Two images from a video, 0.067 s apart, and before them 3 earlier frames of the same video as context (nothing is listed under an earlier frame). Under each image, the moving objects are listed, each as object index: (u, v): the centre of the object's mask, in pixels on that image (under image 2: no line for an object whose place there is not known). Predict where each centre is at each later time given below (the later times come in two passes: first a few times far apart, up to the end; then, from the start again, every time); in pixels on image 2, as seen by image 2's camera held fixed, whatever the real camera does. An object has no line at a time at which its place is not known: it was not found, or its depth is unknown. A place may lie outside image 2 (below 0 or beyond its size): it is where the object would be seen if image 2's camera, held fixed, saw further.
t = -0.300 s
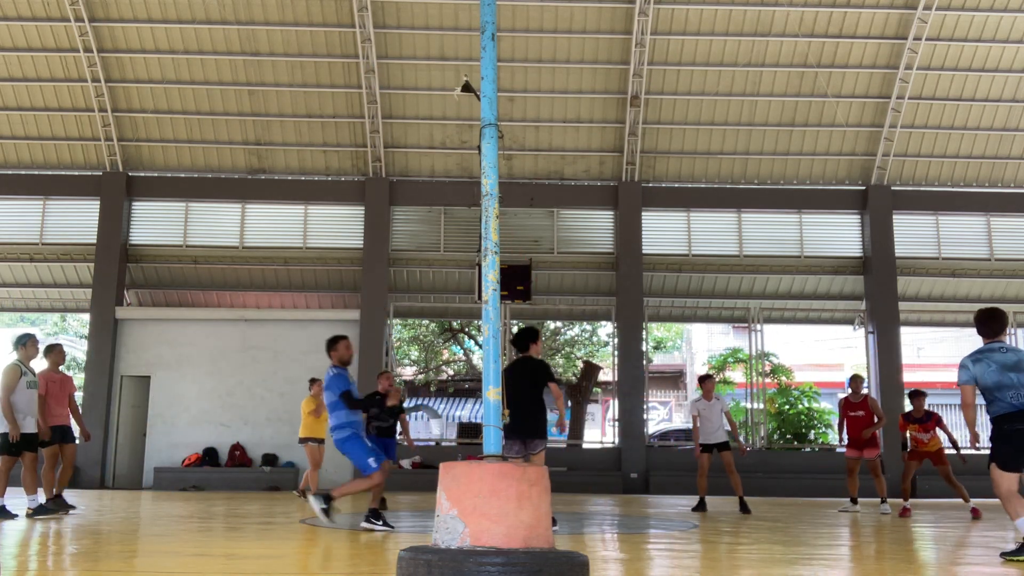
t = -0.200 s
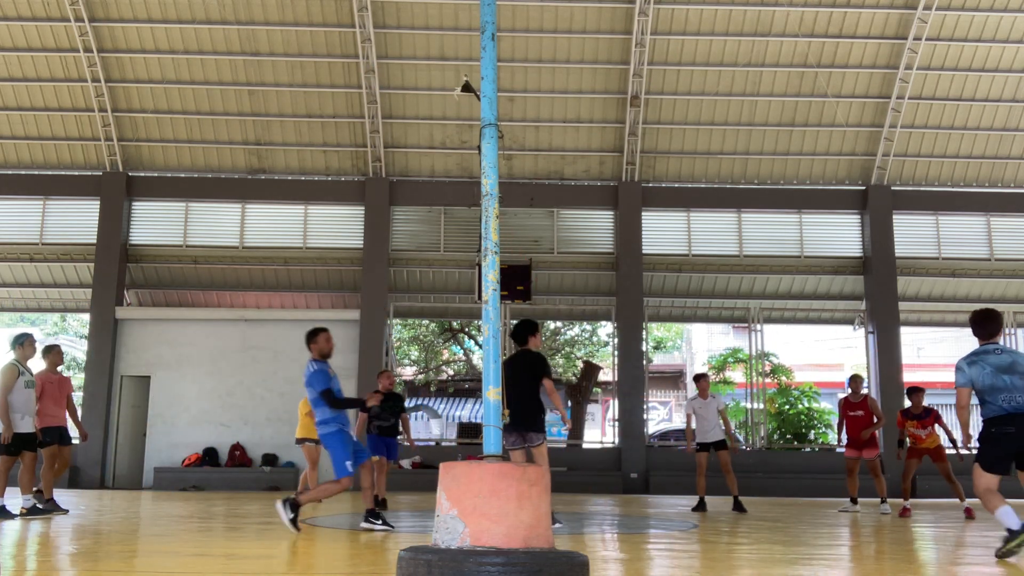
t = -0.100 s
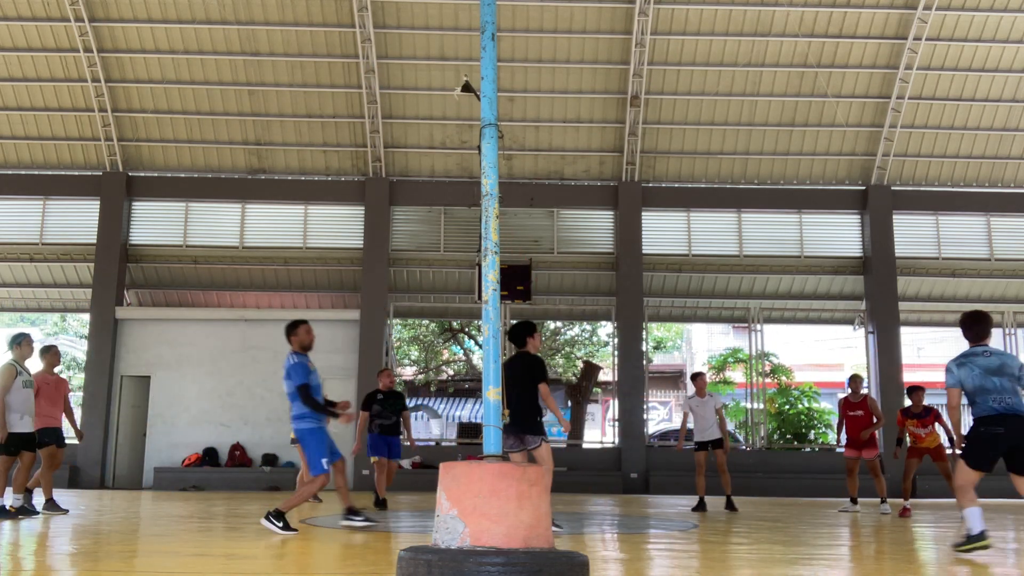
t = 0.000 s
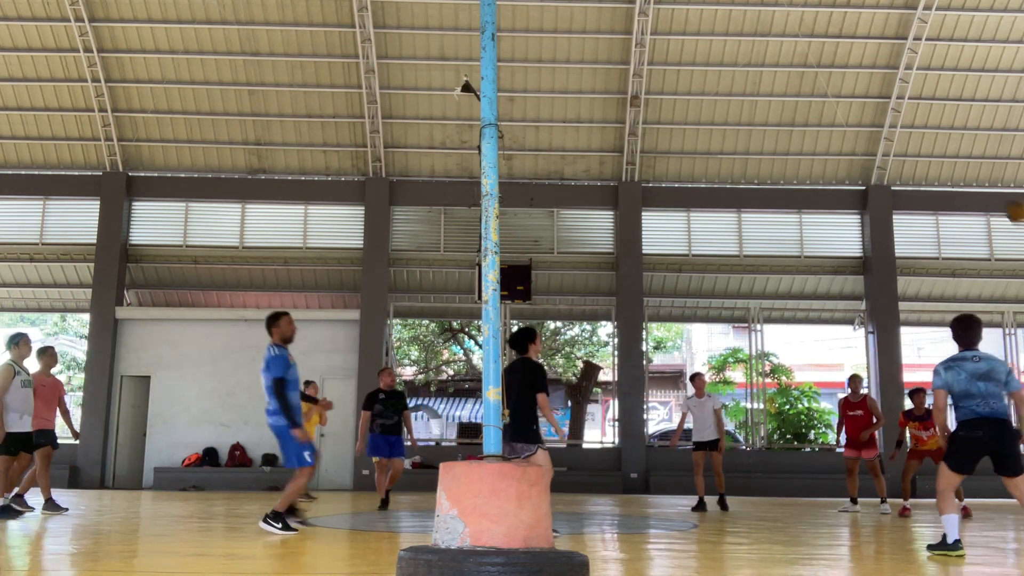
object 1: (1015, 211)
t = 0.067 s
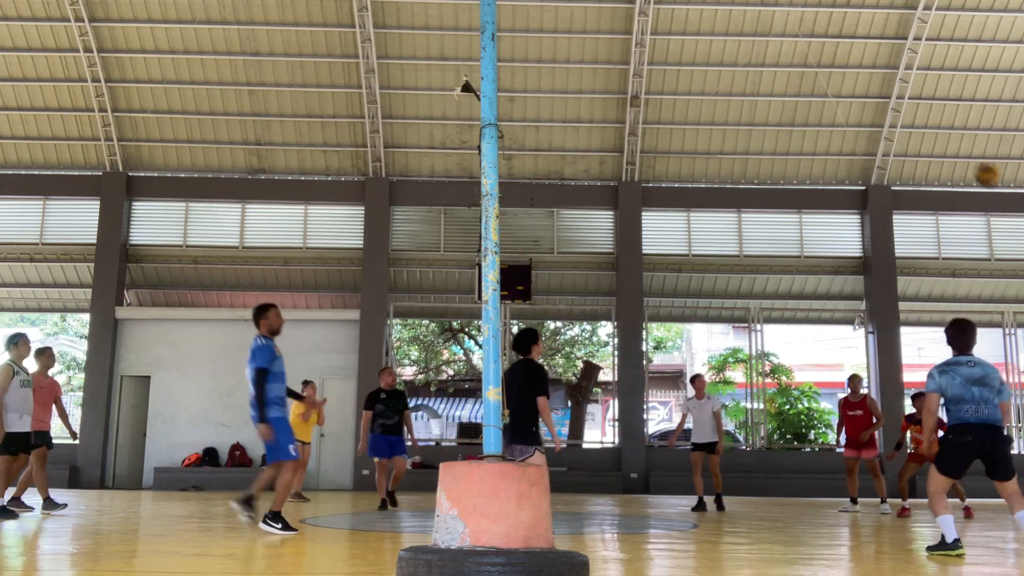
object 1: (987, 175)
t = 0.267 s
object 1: (905, 95)
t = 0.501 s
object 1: (823, 59)
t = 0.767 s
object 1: (742, 80)
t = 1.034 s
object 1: (670, 158)
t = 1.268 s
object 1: (612, 266)
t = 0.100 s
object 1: (973, 158)
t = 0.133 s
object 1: (959, 144)
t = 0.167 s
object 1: (945, 129)
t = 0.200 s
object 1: (931, 117)
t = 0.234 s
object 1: (919, 106)
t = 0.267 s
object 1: (905, 95)
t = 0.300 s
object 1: (894, 88)
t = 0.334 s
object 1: (880, 80)
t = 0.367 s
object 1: (869, 74)
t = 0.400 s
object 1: (858, 69)
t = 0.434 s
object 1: (846, 64)
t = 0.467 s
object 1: (834, 62)
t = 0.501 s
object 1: (823, 59)
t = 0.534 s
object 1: (813, 59)
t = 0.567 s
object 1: (802, 59)
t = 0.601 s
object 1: (791, 60)
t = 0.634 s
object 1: (781, 62)
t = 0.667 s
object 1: (771, 65)
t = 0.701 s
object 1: (761, 69)
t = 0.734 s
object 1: (752, 75)
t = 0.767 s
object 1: (742, 80)
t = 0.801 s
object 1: (732, 87)
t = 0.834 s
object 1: (723, 95)
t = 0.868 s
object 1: (714, 103)
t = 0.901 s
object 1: (705, 113)
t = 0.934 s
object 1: (696, 122)
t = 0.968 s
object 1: (687, 134)
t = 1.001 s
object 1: (678, 145)
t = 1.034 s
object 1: (670, 158)
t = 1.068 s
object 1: (661, 171)
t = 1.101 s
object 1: (653, 186)
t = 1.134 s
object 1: (645, 199)
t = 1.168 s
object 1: (636, 215)
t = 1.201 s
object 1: (628, 232)
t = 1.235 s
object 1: (620, 248)
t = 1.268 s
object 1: (612, 266)
